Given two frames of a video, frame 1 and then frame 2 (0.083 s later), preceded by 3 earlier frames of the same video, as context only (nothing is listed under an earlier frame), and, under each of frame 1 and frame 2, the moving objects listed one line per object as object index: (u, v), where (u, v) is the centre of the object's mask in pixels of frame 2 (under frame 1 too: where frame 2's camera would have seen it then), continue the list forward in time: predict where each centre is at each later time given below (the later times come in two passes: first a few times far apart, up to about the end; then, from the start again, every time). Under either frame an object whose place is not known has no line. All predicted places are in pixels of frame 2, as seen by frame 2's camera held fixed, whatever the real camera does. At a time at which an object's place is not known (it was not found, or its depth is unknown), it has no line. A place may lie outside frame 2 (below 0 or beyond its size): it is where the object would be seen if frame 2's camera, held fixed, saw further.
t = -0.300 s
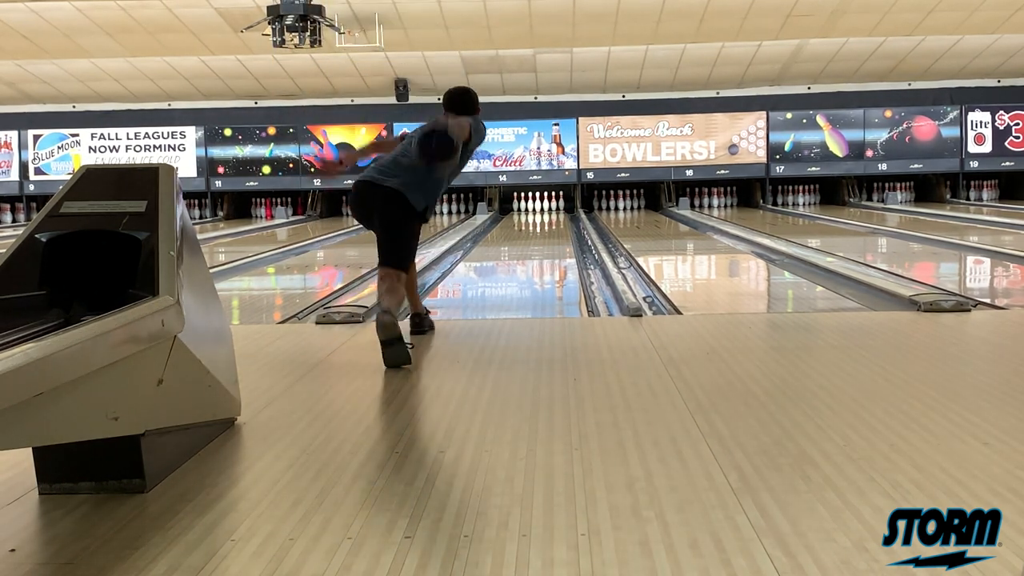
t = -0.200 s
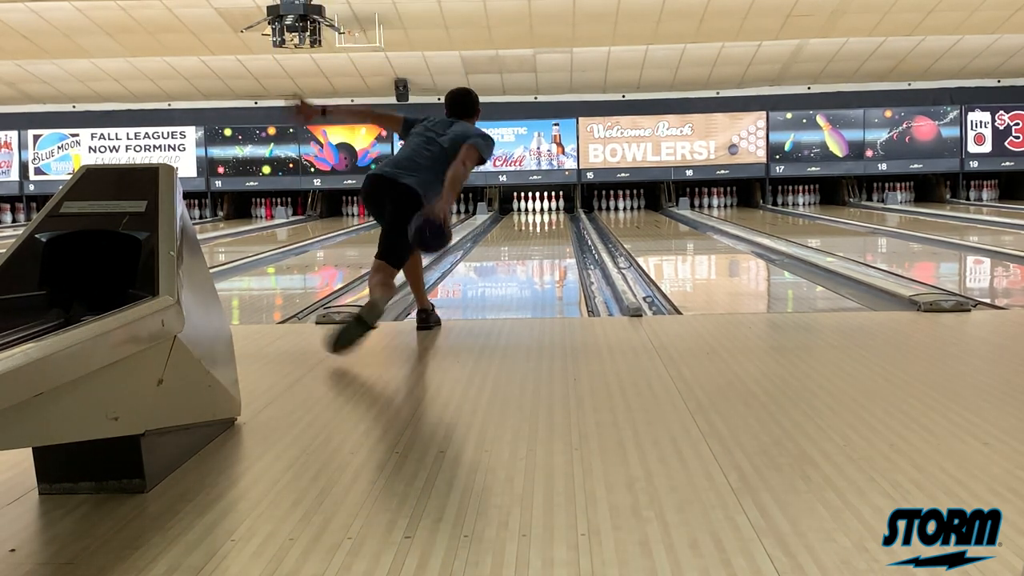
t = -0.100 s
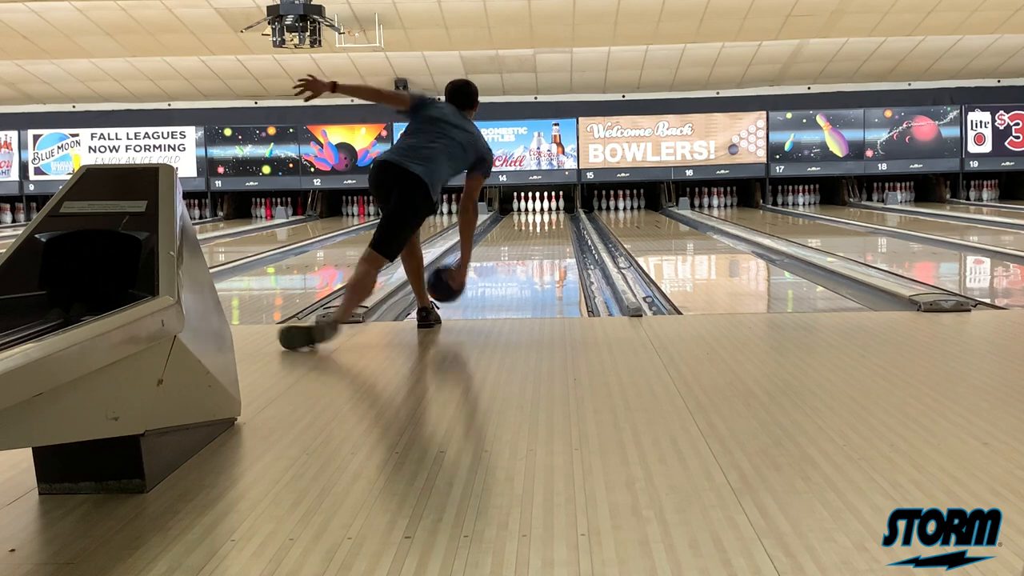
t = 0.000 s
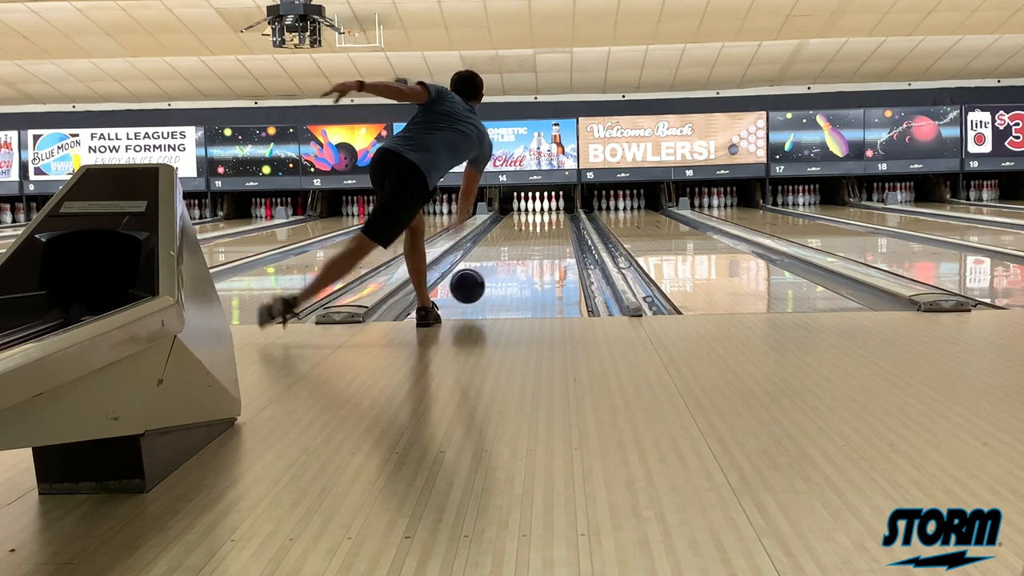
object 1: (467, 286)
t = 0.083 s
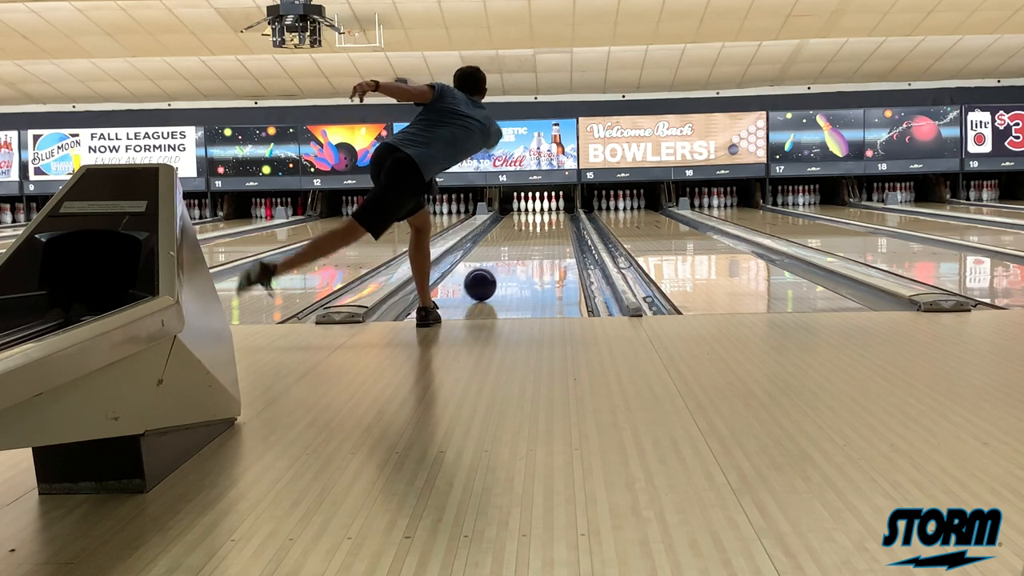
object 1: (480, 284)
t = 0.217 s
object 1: (497, 271)
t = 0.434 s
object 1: (516, 254)
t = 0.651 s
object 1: (531, 243)
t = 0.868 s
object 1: (540, 234)
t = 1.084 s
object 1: (548, 227)
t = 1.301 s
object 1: (553, 221)
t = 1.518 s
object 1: (556, 217)
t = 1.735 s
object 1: (556, 213)
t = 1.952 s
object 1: (553, 210)
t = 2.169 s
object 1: (546, 208)
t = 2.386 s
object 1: (539, 207)
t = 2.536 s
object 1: (533, 205)
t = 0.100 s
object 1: (482, 282)
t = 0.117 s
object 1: (485, 280)
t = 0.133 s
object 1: (487, 278)
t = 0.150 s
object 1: (489, 277)
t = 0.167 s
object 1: (491, 276)
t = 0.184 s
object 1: (493, 274)
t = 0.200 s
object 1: (495, 272)
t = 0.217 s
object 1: (497, 271)
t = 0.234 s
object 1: (498, 269)
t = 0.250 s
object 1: (500, 268)
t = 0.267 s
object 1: (502, 267)
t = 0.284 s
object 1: (504, 265)
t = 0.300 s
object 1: (505, 264)
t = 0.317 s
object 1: (507, 263)
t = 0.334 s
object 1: (508, 261)
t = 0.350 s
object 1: (510, 260)
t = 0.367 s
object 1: (511, 259)
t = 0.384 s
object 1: (513, 258)
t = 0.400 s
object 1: (514, 257)
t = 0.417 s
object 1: (515, 256)
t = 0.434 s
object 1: (516, 254)
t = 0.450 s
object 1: (518, 253)
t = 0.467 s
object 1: (519, 253)
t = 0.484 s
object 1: (520, 251)
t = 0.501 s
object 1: (521, 250)
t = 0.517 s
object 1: (523, 250)
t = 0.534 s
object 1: (524, 249)
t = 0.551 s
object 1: (525, 248)
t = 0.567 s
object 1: (526, 247)
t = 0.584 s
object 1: (527, 246)
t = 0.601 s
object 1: (528, 246)
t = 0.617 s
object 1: (528, 245)
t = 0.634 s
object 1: (530, 244)
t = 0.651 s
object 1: (531, 243)
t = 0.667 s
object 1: (531, 243)
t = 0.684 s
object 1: (532, 241)
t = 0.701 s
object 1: (533, 241)
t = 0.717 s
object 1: (534, 240)
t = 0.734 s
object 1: (535, 239)
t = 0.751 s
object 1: (536, 239)
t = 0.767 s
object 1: (536, 238)
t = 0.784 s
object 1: (537, 237)
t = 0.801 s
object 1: (538, 237)
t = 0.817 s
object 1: (538, 236)
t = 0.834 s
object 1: (539, 235)
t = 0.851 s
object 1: (540, 235)
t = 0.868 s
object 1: (540, 234)
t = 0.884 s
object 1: (541, 233)
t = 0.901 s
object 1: (542, 233)
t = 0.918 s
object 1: (542, 232)
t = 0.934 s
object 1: (543, 232)
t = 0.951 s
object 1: (544, 231)
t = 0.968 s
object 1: (544, 230)
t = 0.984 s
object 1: (545, 230)
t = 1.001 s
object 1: (545, 229)
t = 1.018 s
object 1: (546, 229)
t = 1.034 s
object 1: (546, 228)
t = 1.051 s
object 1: (547, 228)
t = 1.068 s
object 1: (547, 227)
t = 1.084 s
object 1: (548, 227)
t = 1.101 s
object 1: (549, 226)
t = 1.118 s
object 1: (549, 226)
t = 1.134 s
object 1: (549, 226)
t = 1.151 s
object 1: (549, 225)
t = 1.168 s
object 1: (550, 224)
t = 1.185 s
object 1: (550, 224)
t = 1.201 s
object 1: (551, 224)
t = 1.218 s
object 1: (551, 223)
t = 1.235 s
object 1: (552, 223)
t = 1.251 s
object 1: (552, 222)
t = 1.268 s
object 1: (552, 222)
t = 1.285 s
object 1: (553, 222)
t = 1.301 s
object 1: (553, 221)
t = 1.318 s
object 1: (553, 221)
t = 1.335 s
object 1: (554, 220)
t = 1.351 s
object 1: (554, 220)
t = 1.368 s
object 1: (555, 220)
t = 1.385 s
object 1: (555, 219)
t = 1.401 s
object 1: (555, 219)
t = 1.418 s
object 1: (555, 219)
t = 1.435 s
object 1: (556, 218)
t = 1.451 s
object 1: (556, 218)
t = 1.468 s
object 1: (556, 218)
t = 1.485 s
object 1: (556, 218)
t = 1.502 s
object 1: (556, 217)
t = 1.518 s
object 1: (556, 217)
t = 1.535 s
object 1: (557, 217)
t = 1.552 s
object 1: (557, 216)
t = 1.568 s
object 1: (557, 216)
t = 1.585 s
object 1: (557, 216)
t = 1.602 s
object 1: (557, 215)
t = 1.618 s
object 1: (557, 215)
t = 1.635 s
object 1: (557, 215)
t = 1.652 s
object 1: (557, 215)
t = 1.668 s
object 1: (557, 214)
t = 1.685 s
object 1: (557, 214)
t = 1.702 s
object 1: (556, 214)
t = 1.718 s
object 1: (556, 214)
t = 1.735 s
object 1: (556, 213)
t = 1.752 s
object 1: (556, 213)
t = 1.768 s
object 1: (556, 213)
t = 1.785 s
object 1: (556, 212)
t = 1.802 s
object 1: (556, 212)
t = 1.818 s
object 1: (555, 212)
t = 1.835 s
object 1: (555, 212)
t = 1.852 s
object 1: (555, 211)
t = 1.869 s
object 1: (555, 211)
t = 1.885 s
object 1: (554, 211)
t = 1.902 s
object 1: (554, 211)
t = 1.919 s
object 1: (553, 210)
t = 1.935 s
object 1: (553, 210)
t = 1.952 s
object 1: (553, 210)
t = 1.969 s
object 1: (553, 210)
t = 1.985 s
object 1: (552, 210)
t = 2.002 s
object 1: (551, 209)
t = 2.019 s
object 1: (550, 209)
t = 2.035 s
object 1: (550, 209)
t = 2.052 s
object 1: (550, 209)
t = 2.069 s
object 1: (549, 209)
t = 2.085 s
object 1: (549, 209)
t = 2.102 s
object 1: (548, 208)
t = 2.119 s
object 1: (547, 208)
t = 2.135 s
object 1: (547, 208)
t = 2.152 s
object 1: (547, 208)
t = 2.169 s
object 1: (546, 208)
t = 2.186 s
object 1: (545, 208)
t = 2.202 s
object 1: (545, 208)
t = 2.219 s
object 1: (544, 207)
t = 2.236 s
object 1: (544, 207)
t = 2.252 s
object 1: (543, 207)
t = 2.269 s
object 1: (542, 207)
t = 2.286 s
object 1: (541, 207)
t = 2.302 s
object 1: (541, 207)
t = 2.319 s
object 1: (540, 207)
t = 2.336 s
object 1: (540, 207)
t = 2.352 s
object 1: (540, 207)
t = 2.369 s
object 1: (540, 207)
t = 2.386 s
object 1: (539, 207)
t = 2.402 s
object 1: (539, 206)
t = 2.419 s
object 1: (539, 206)
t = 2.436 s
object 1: (538, 206)
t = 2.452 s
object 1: (538, 206)
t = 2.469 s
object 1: (537, 206)
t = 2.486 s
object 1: (537, 206)
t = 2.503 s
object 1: (536, 206)
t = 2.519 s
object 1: (533, 205)
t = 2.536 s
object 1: (533, 205)
